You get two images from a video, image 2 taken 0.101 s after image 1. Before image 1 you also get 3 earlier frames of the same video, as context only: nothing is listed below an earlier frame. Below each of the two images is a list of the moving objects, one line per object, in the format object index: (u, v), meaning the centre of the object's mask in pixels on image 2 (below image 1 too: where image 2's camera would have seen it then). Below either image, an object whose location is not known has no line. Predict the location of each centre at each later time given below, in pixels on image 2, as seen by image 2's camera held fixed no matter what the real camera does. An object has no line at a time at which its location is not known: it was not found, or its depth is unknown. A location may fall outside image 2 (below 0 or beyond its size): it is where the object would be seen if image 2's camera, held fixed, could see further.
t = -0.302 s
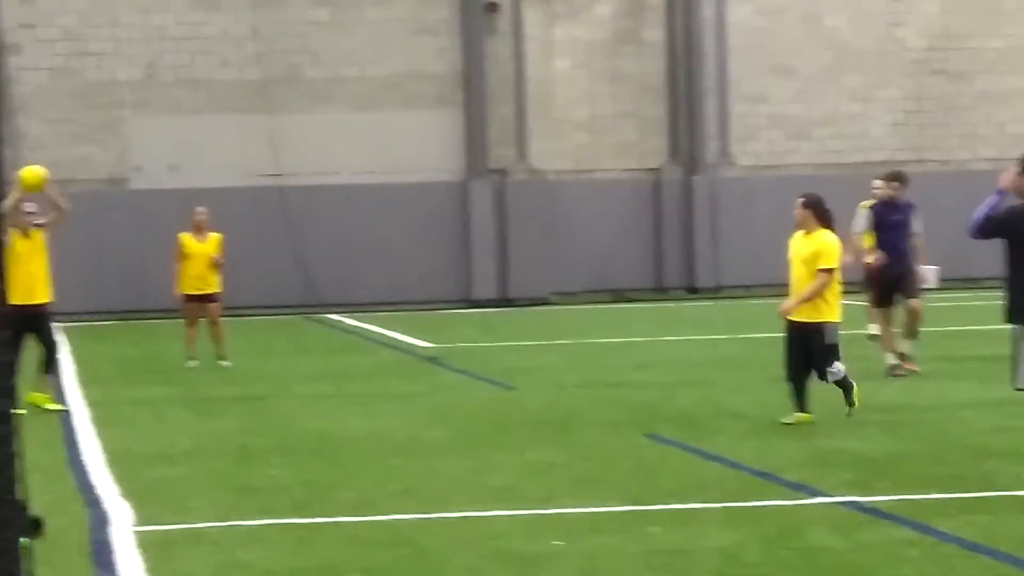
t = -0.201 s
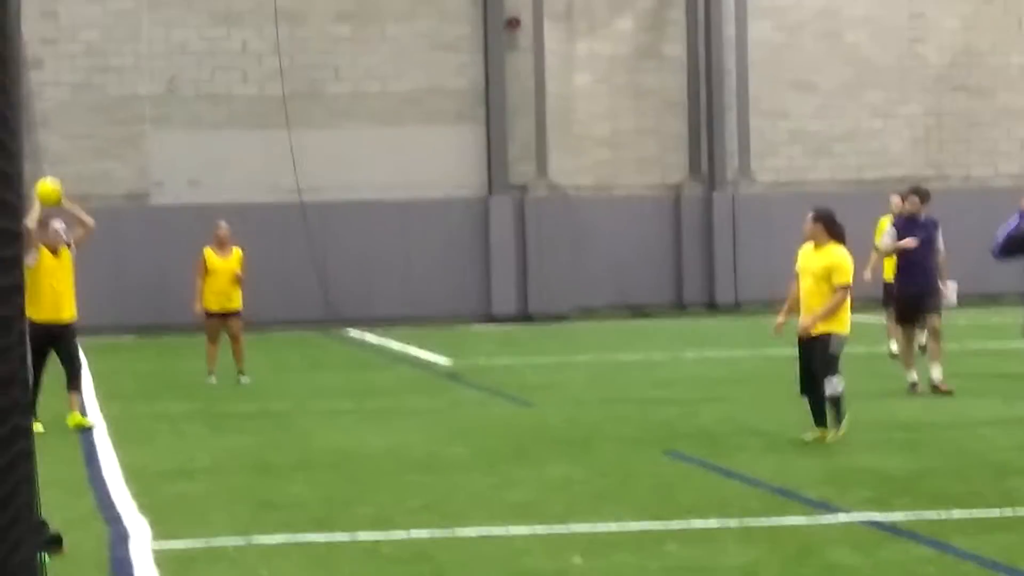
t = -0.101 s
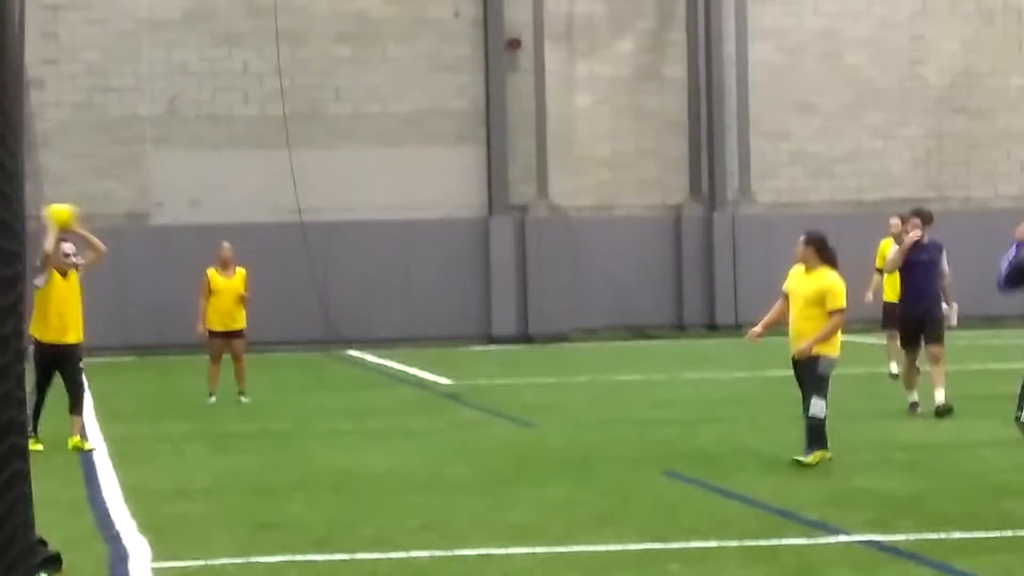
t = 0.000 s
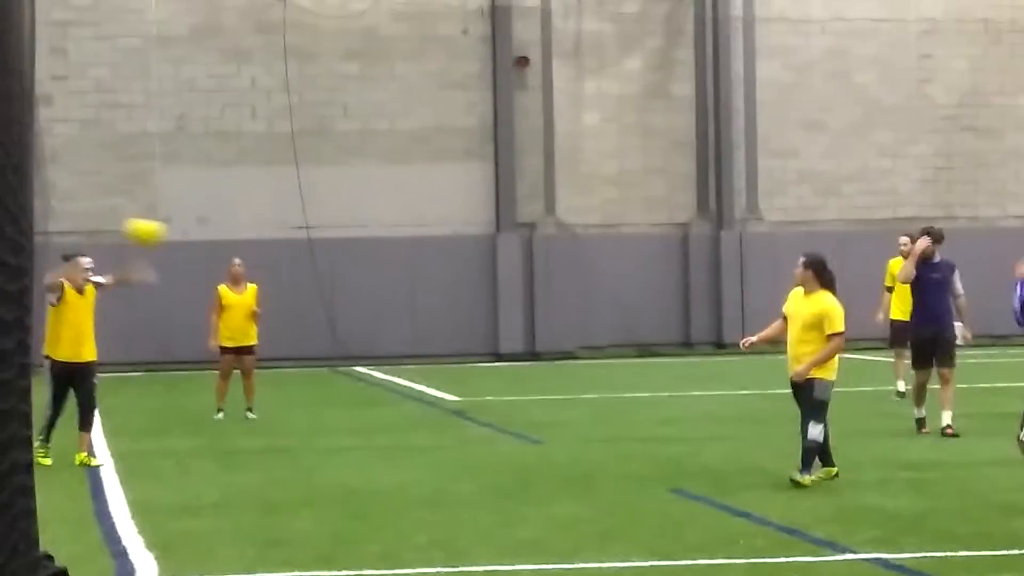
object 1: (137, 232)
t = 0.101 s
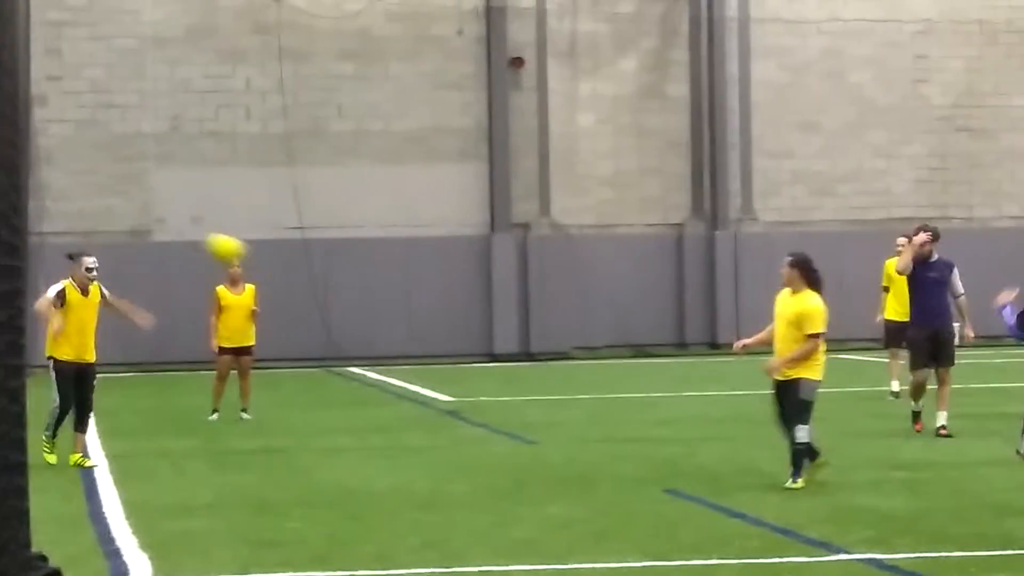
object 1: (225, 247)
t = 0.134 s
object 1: (255, 256)
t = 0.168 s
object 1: (283, 267)
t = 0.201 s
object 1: (312, 279)
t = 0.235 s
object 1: (339, 293)
